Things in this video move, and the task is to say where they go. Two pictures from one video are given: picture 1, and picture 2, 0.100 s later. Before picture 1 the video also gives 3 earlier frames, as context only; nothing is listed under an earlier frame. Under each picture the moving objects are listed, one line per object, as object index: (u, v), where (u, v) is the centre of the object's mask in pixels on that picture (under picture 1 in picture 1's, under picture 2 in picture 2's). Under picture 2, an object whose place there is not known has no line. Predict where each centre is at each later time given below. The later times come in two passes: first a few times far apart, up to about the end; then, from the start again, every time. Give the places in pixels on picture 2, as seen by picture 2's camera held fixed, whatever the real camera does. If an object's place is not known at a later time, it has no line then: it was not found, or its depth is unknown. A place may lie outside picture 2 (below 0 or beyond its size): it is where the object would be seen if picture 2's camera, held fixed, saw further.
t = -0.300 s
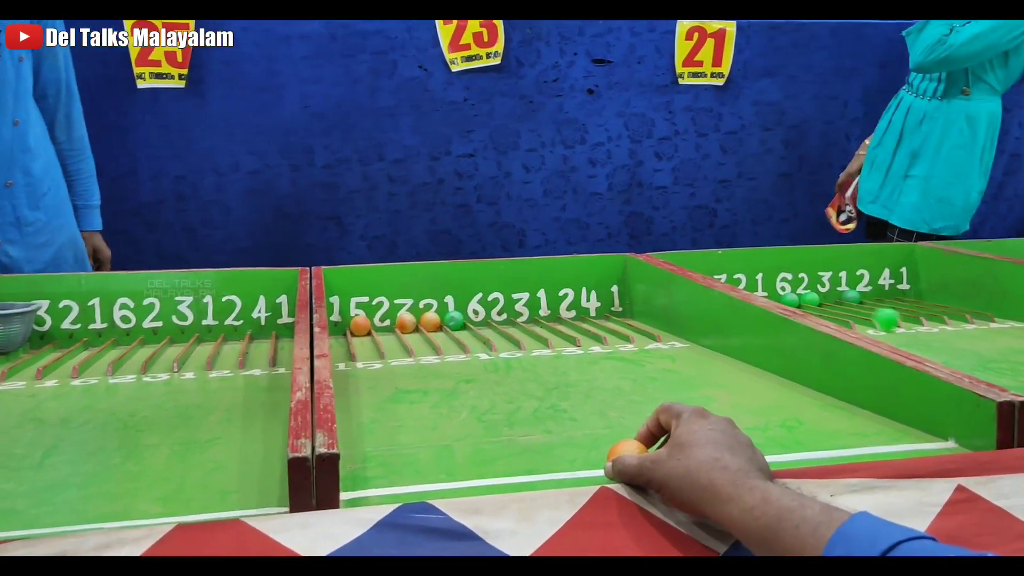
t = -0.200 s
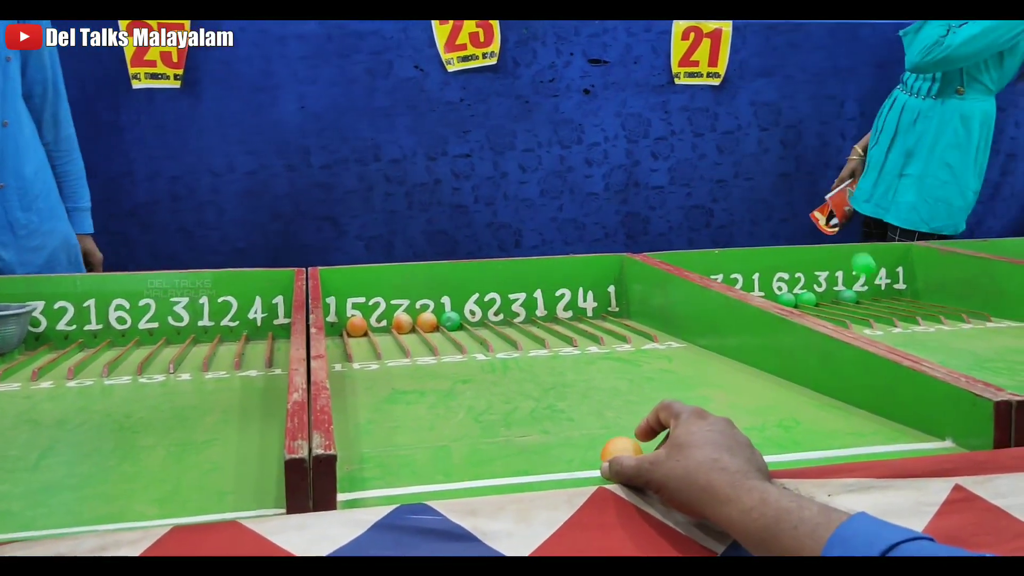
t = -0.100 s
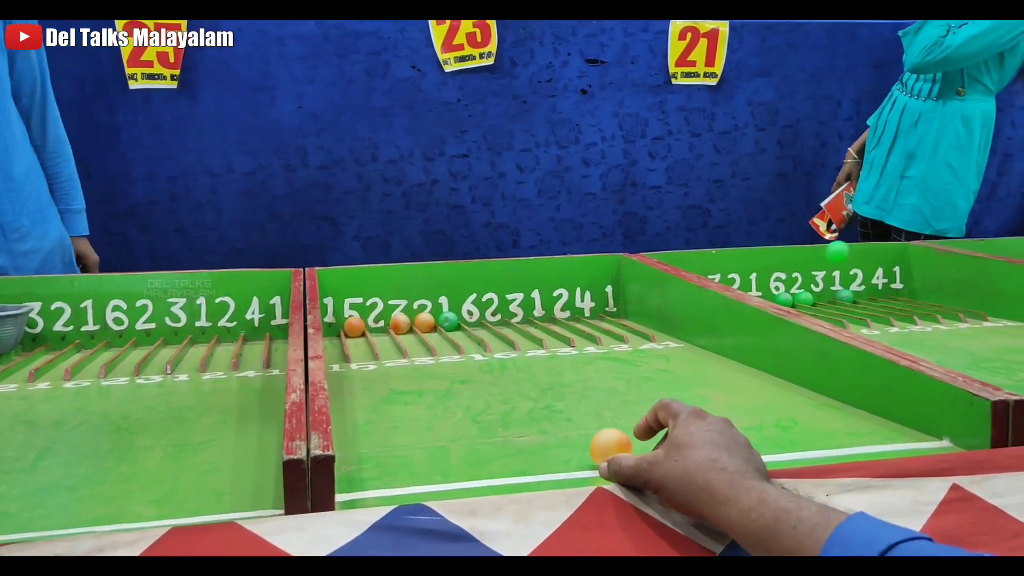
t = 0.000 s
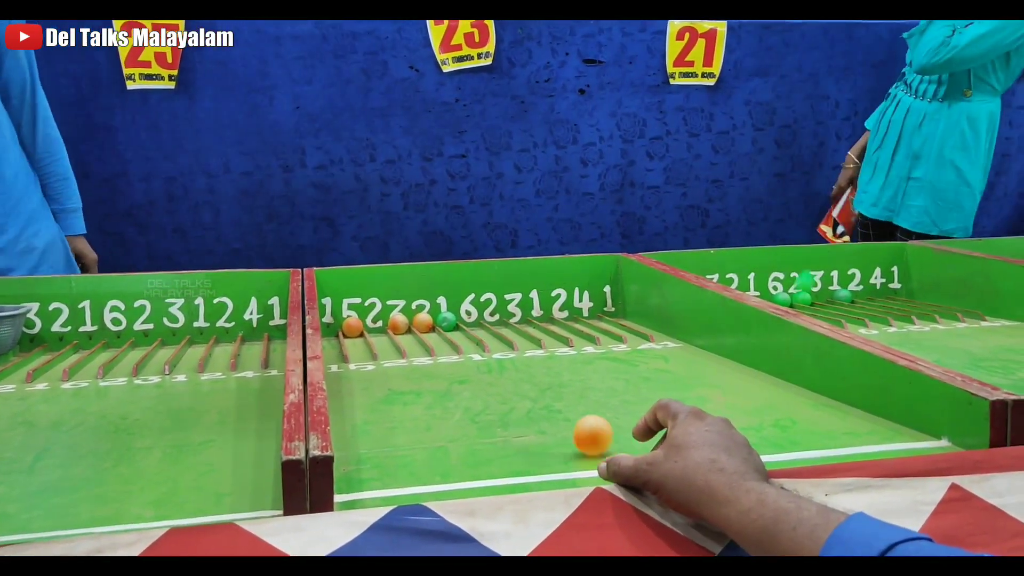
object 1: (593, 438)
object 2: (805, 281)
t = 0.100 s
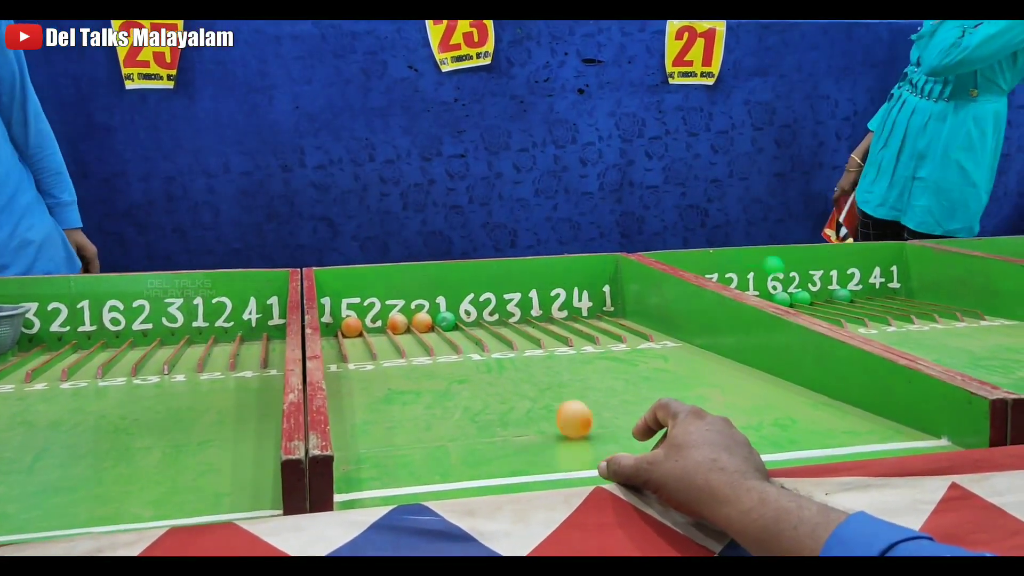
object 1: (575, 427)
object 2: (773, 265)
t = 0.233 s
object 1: (547, 410)
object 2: (730, 265)
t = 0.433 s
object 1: (505, 365)
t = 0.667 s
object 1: (461, 332)
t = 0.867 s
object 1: (463, 315)
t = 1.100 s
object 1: (446, 325)
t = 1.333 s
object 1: (462, 306)
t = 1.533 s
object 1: (503, 310)
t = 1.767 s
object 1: (532, 308)
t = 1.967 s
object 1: (542, 315)
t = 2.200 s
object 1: (541, 315)
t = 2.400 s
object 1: (540, 315)
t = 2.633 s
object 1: (540, 315)
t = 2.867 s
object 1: (541, 315)
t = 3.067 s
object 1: (541, 315)
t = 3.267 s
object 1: (541, 315)
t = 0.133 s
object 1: (568, 418)
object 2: (763, 258)
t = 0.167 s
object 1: (562, 421)
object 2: (753, 256)
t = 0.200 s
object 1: (555, 415)
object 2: (742, 259)
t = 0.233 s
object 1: (547, 410)
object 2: (730, 265)
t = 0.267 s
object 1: (540, 405)
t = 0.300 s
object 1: (533, 398)
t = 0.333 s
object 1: (526, 393)
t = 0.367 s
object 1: (519, 381)
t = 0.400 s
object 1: (511, 374)
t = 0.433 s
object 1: (505, 365)
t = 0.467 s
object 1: (498, 359)
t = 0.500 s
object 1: (491, 354)
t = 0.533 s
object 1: (484, 348)
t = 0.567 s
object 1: (478, 344)
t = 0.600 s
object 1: (472, 342)
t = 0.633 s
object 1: (465, 335)
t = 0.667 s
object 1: (461, 332)
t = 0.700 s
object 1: (456, 329)
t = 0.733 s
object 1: (451, 323)
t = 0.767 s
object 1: (450, 317)
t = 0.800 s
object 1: (454, 312)
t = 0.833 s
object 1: (458, 312)
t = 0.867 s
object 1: (463, 315)
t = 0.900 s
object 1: (465, 325)
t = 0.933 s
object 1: (457, 326)
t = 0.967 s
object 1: (448, 325)
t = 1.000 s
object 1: (441, 326)
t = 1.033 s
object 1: (435, 330)
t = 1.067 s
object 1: (441, 326)
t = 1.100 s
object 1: (446, 325)
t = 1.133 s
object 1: (448, 323)
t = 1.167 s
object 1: (450, 323)
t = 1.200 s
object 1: (453, 324)
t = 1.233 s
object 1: (455, 324)
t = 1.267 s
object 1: (457, 319)
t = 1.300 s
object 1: (457, 313)
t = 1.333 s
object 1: (462, 306)
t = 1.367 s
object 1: (469, 303)
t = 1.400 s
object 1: (476, 305)
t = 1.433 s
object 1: (484, 312)
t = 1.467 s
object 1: (490, 309)
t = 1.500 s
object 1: (497, 307)
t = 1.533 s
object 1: (503, 310)
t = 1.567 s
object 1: (507, 306)
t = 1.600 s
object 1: (512, 307)
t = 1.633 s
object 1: (516, 311)
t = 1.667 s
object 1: (520, 314)
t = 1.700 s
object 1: (524, 308)
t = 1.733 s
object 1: (529, 308)
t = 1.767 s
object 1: (532, 308)
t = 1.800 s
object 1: (537, 308)
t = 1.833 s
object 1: (542, 313)
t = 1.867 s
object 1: (542, 314)
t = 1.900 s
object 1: (541, 314)
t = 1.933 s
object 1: (542, 315)
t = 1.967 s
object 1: (542, 315)
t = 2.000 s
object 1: (542, 315)
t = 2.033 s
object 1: (541, 315)
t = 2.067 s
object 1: (541, 315)
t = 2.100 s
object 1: (541, 315)
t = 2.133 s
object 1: (541, 315)
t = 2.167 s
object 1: (541, 315)
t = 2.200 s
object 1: (541, 315)
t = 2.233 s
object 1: (541, 315)
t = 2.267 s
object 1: (541, 315)
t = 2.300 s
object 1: (541, 315)
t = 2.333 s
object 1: (540, 315)
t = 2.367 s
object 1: (540, 315)
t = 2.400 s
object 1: (540, 315)
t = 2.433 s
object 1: (540, 315)
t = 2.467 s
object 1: (540, 315)
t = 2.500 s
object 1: (540, 315)
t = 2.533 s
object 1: (540, 315)
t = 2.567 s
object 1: (540, 315)
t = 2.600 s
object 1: (540, 315)
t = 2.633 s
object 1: (540, 315)
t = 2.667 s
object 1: (540, 315)
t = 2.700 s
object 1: (540, 315)
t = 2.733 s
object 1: (541, 315)
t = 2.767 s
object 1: (541, 315)
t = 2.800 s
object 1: (541, 315)
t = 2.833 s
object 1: (541, 315)
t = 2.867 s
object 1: (541, 315)
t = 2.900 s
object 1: (541, 315)
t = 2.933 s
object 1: (541, 315)
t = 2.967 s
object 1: (541, 315)
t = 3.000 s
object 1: (541, 315)
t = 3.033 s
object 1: (541, 315)
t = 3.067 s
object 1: (541, 315)
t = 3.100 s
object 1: (541, 315)
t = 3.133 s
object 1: (541, 315)
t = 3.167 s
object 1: (541, 315)
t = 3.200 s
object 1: (541, 315)
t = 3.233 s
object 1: (541, 315)
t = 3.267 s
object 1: (541, 315)
